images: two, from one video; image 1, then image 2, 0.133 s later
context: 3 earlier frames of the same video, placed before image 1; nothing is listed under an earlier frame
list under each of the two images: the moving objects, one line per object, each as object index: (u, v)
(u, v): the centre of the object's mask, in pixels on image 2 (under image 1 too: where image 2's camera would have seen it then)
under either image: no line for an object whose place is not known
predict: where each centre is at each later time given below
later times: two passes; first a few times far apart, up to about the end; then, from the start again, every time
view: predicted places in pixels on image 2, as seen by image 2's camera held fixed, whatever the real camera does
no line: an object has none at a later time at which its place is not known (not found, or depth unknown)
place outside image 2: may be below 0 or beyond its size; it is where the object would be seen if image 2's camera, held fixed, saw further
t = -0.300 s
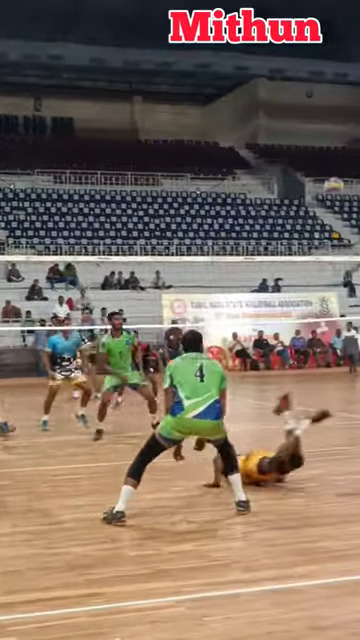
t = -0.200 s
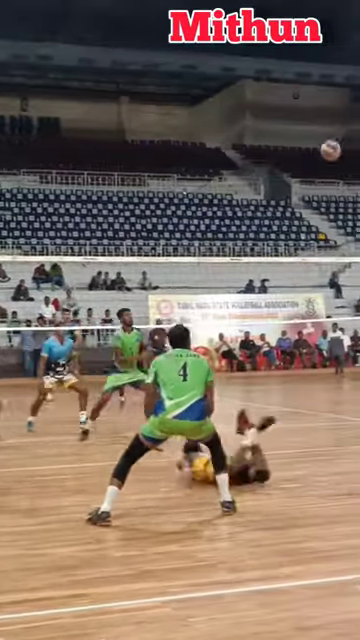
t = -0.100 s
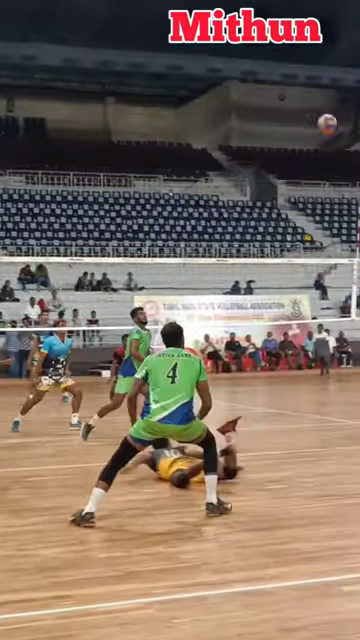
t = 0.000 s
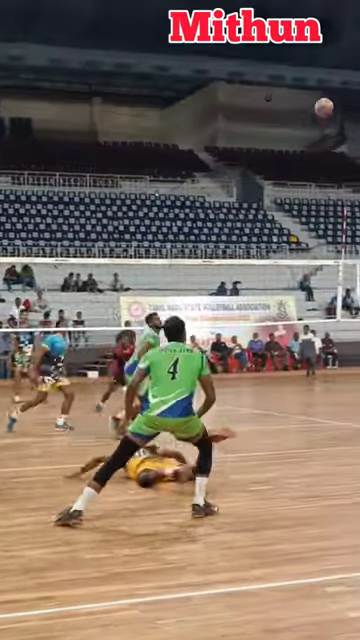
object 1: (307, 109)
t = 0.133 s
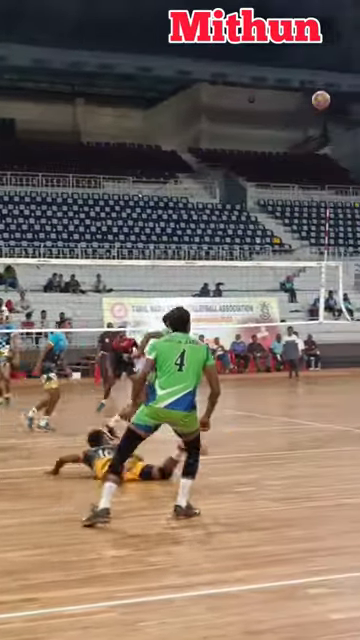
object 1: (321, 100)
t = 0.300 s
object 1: (337, 108)
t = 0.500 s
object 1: (357, 141)
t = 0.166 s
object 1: (324, 99)
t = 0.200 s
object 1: (327, 100)
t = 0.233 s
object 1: (331, 102)
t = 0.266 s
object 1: (334, 104)
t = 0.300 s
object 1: (337, 108)
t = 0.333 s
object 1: (341, 111)
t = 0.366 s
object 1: (344, 116)
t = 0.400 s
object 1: (347, 119)
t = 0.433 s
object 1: (350, 127)
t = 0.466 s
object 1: (354, 133)
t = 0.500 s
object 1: (357, 141)
